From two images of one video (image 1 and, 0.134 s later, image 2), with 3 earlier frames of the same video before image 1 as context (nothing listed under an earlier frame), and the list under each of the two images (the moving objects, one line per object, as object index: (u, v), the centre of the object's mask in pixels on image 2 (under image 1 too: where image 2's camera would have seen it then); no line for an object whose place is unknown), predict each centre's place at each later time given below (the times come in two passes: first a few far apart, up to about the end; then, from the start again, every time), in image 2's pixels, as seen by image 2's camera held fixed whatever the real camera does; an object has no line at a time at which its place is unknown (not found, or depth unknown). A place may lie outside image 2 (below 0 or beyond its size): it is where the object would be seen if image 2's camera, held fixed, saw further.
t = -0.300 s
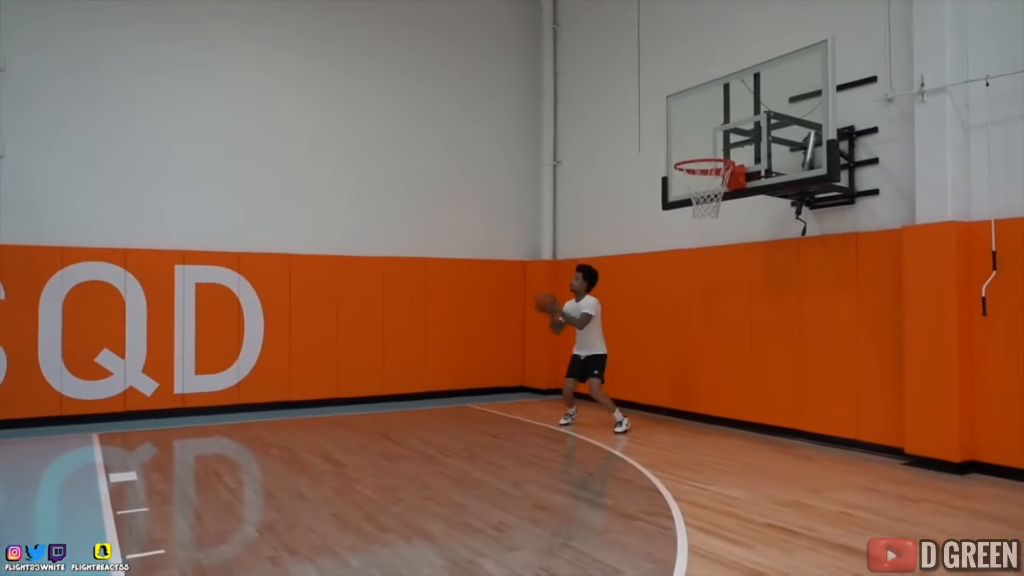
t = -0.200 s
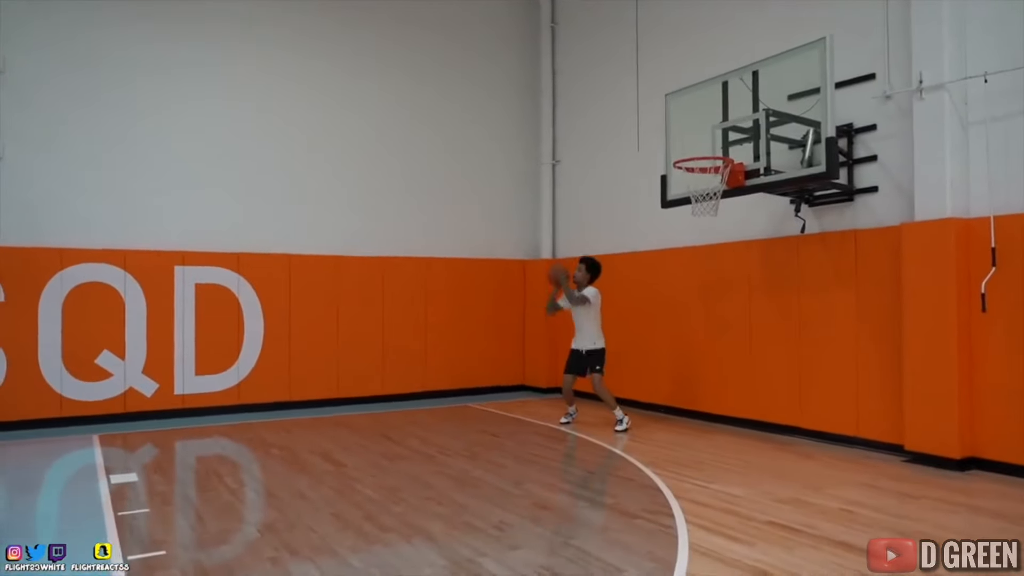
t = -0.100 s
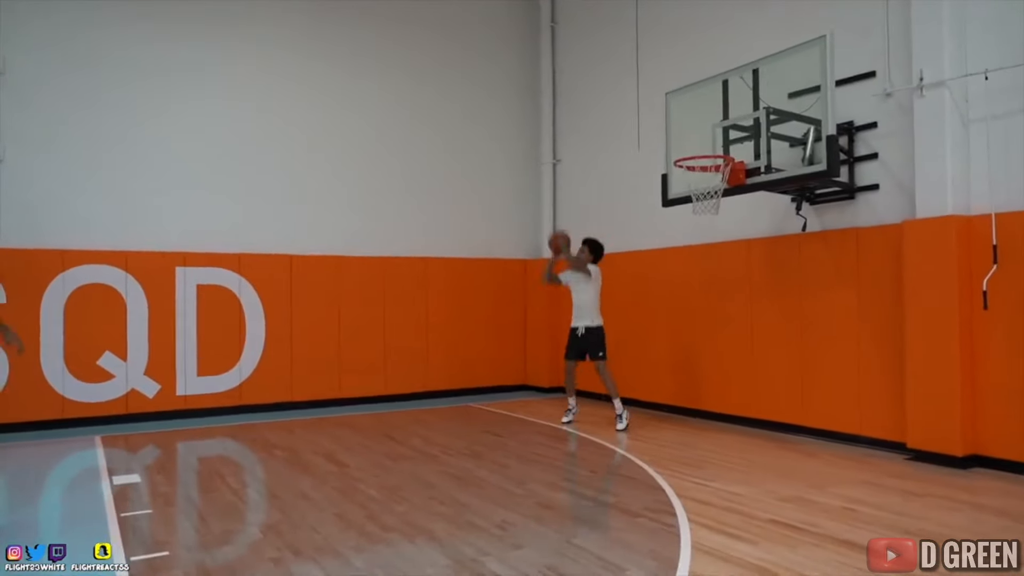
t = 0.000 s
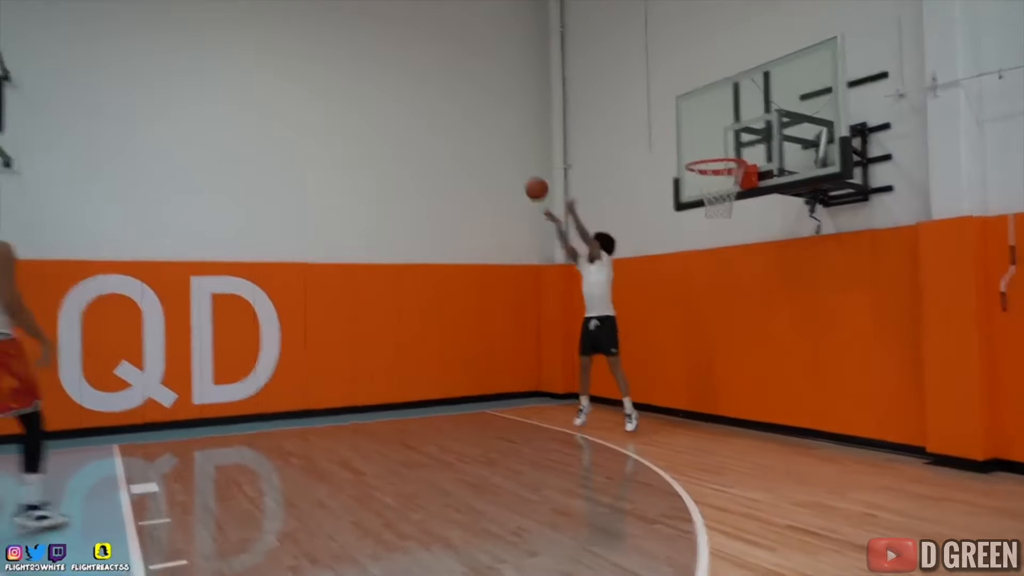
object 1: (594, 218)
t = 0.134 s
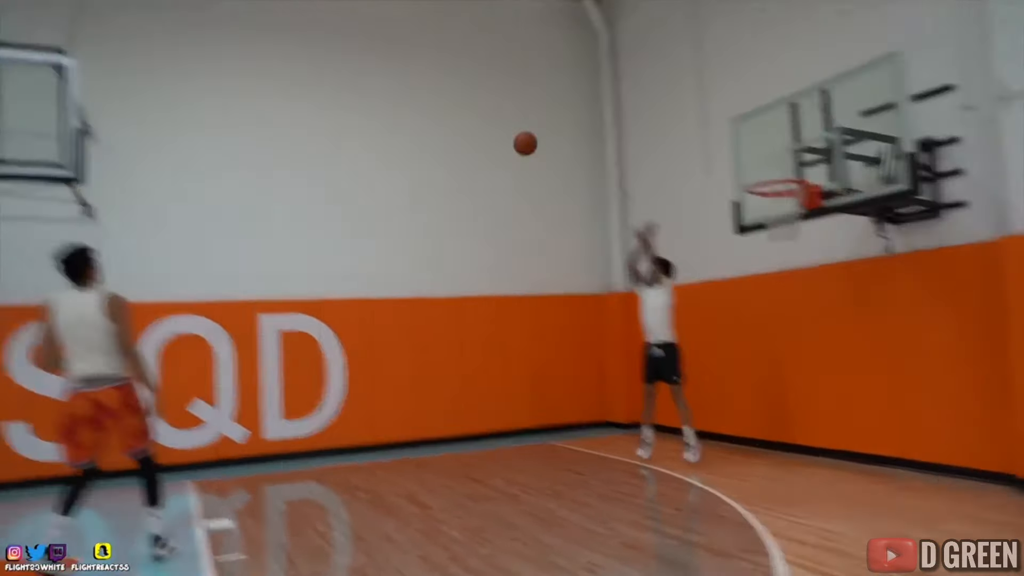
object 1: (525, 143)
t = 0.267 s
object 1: (457, 84)
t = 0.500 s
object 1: (333, 19)
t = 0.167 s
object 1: (508, 127)
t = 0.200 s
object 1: (491, 111)
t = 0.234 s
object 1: (474, 97)
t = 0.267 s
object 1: (457, 84)
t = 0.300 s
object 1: (439, 72)
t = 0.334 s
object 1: (421, 60)
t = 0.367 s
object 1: (404, 50)
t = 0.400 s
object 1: (386, 41)
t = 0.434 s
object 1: (368, 33)
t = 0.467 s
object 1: (351, 25)
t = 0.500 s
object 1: (333, 19)
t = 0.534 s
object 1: (314, 14)
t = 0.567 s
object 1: (295, 9)
